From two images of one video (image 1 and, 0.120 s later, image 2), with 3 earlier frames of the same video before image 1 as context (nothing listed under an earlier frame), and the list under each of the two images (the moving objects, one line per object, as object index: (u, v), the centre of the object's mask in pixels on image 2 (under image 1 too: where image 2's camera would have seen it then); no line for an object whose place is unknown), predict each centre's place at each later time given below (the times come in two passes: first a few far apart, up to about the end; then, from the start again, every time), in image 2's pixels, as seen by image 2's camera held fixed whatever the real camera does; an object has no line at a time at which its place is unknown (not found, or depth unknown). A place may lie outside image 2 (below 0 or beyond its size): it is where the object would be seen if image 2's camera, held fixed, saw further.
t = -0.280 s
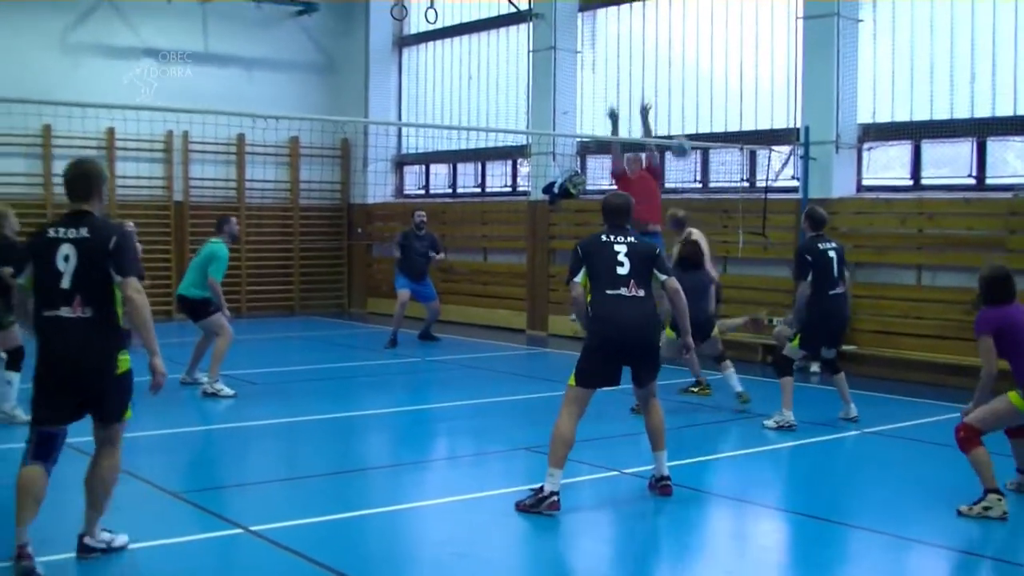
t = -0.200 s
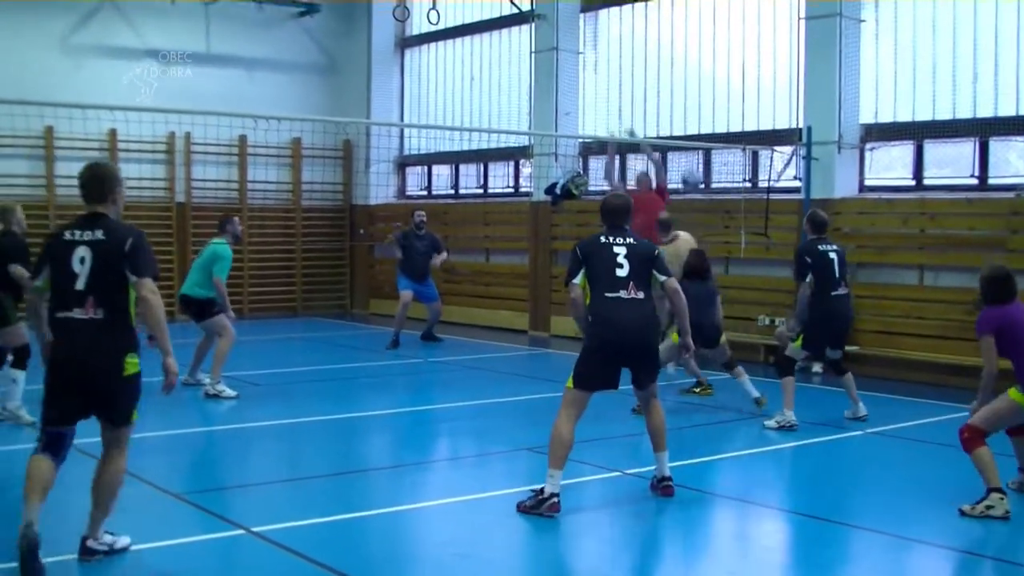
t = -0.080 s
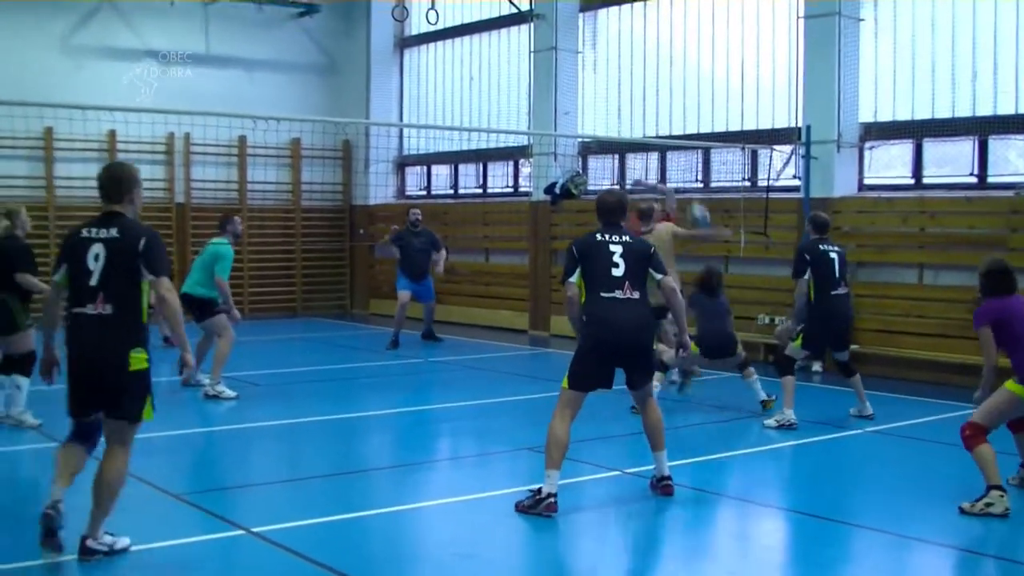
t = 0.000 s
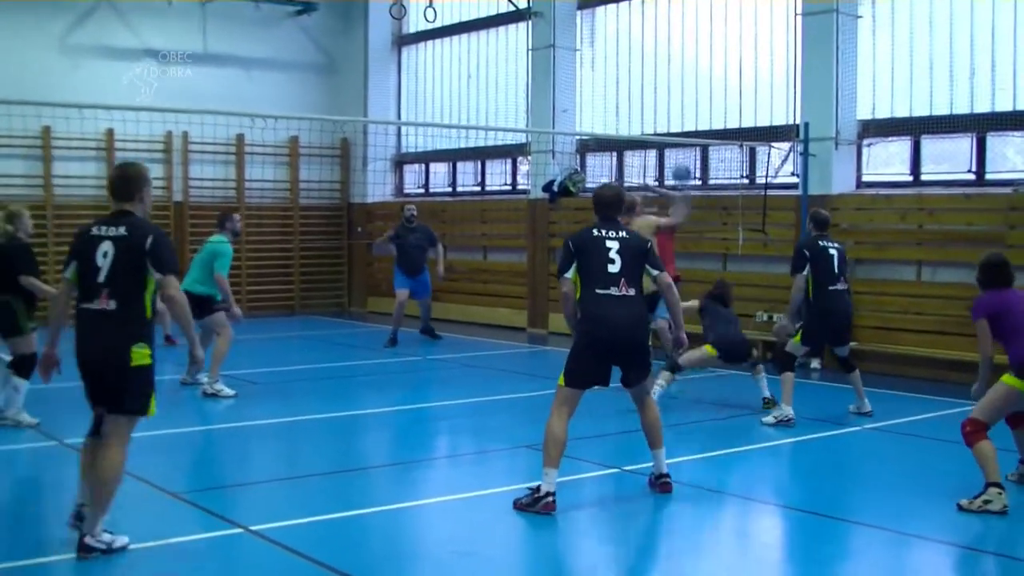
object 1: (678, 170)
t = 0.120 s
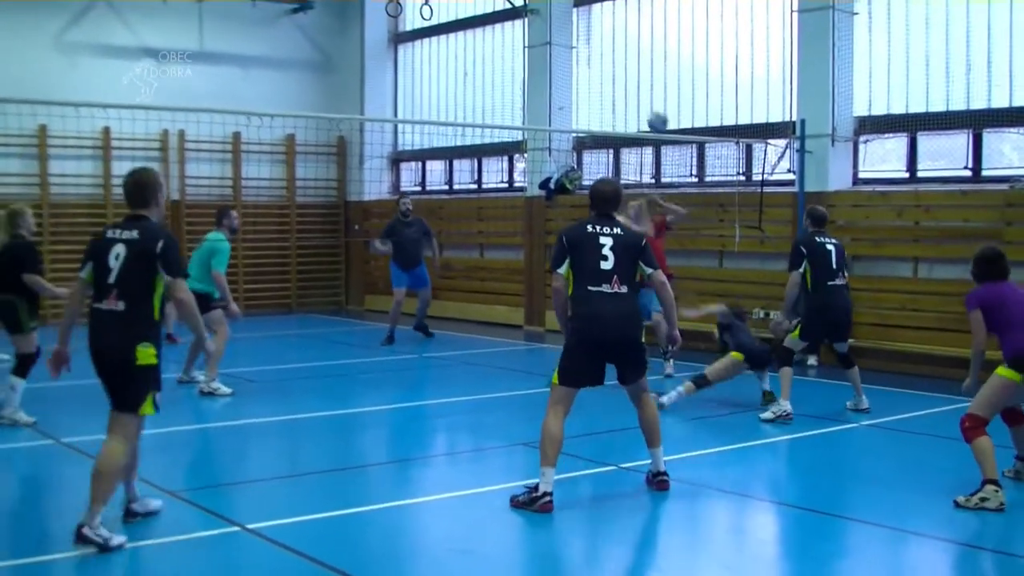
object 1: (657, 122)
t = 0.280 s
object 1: (631, 82)
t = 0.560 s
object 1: (589, 76)
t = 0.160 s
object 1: (651, 109)
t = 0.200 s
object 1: (644, 98)
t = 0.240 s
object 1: (637, 90)
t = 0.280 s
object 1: (631, 82)
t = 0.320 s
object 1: (625, 77)
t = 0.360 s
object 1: (619, 73)
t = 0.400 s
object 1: (613, 70)
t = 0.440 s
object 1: (607, 69)
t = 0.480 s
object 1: (600, 70)
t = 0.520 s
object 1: (595, 72)
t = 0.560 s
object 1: (589, 76)
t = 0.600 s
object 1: (583, 81)
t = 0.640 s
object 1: (578, 88)
